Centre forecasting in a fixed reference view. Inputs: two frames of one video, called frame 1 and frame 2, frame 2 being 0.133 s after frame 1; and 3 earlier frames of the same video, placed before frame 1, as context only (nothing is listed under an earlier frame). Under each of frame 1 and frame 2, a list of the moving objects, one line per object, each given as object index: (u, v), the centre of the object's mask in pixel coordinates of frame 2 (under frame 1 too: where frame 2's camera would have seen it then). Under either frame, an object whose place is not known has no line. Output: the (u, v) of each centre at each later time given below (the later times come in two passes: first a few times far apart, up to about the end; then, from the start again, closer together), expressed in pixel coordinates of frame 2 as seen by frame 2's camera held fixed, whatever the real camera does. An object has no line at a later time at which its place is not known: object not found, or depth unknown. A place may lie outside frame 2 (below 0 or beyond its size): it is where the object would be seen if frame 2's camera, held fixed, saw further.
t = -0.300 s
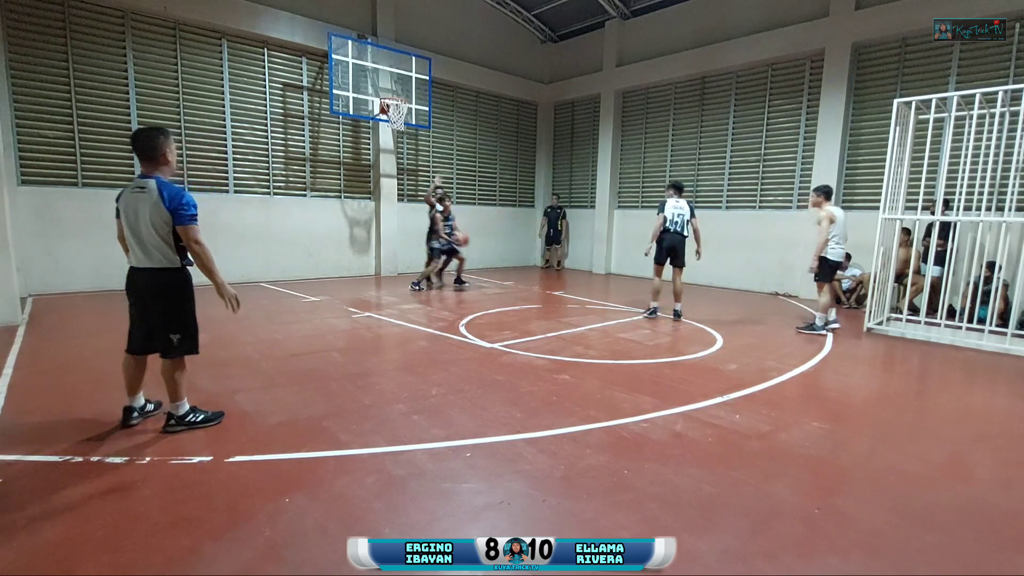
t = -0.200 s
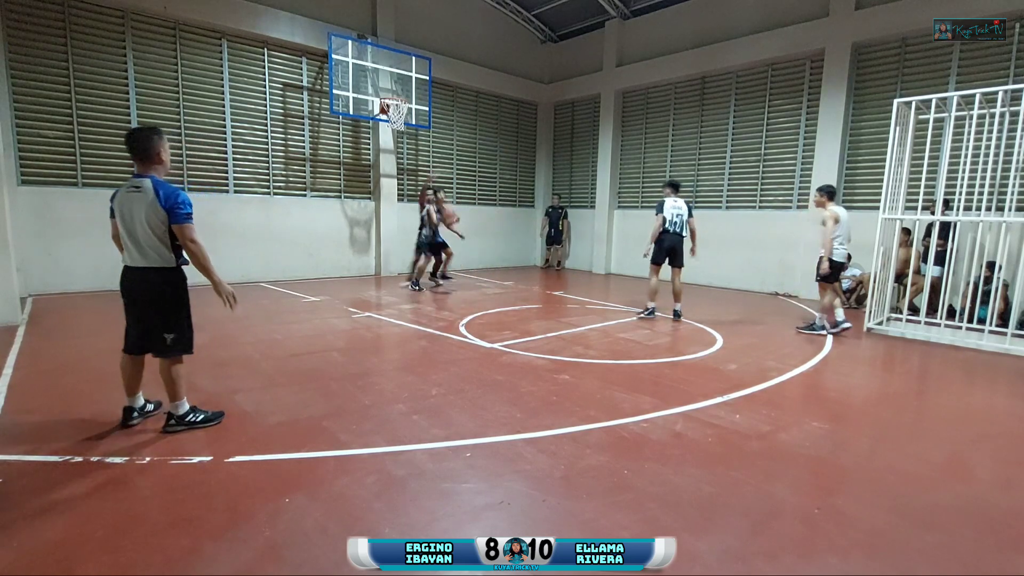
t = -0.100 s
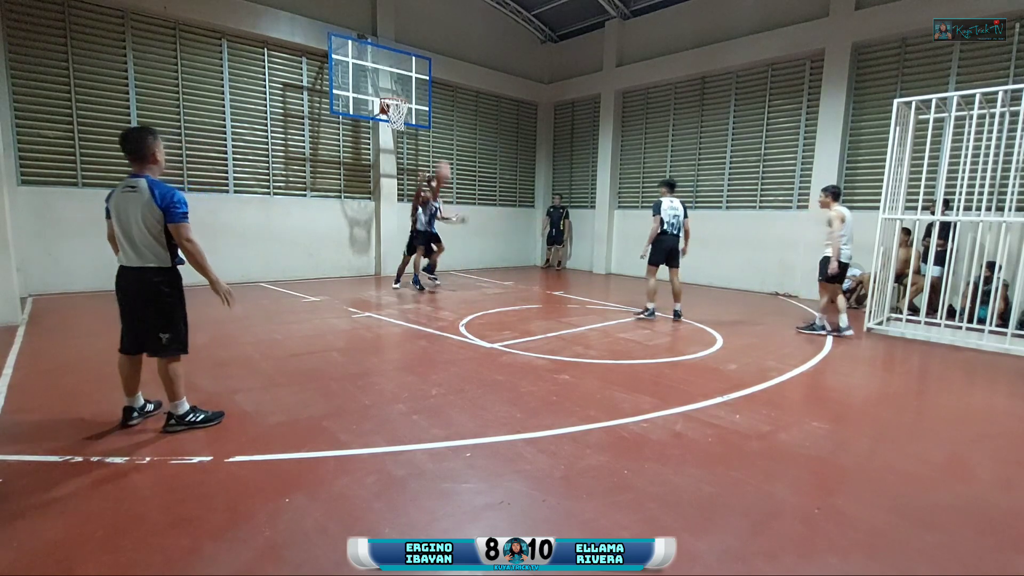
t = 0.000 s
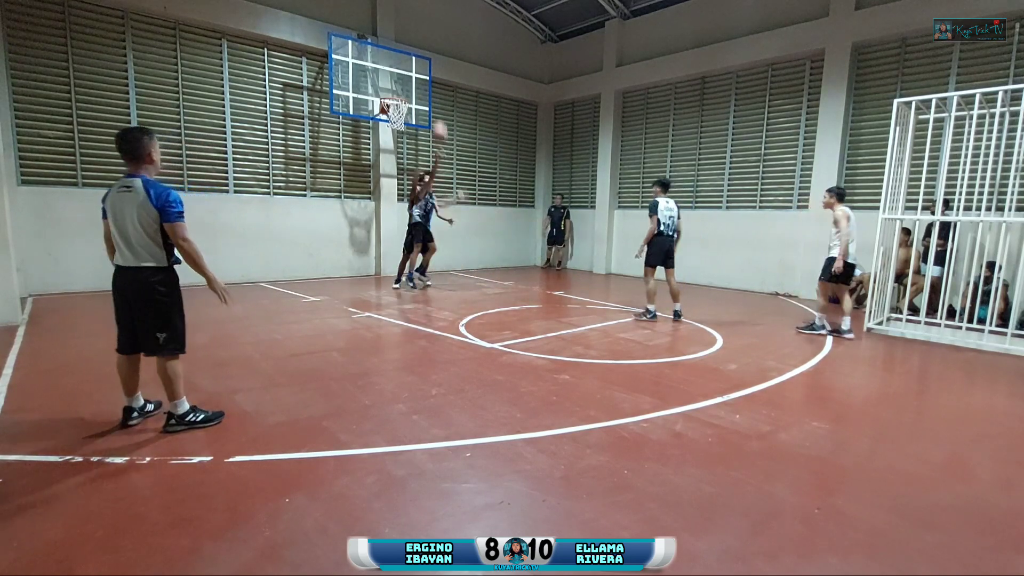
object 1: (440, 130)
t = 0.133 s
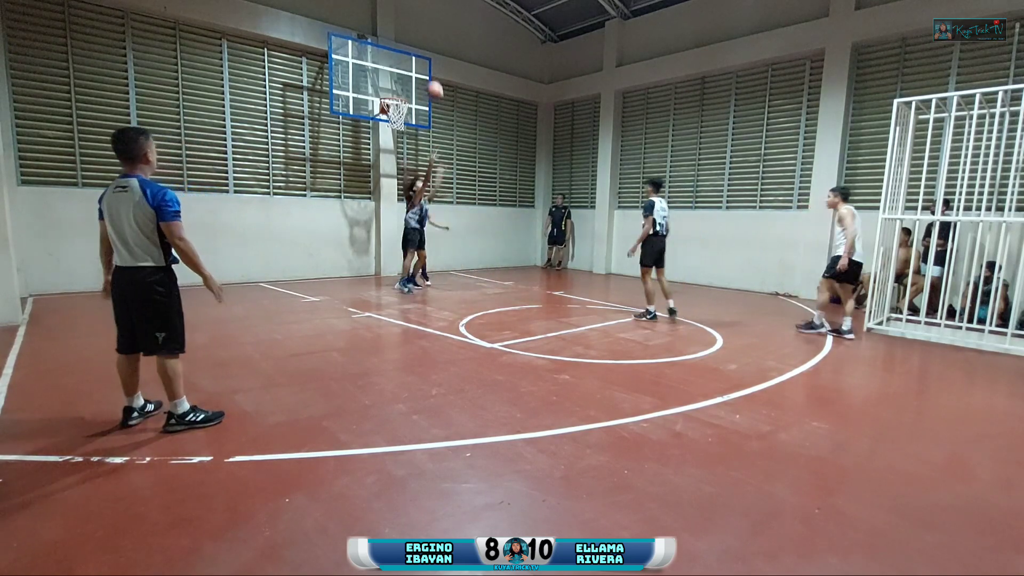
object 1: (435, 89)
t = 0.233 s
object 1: (432, 68)
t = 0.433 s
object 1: (426, 47)
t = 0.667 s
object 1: (418, 53)
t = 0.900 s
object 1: (417, 85)
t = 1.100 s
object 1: (430, 123)
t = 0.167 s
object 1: (434, 82)
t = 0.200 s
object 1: (433, 74)
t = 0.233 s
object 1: (432, 68)
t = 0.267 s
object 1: (430, 63)
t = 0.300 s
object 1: (429, 58)
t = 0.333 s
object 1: (428, 53)
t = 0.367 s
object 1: (427, 51)
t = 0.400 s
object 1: (426, 49)
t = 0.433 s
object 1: (426, 47)
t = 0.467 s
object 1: (425, 46)
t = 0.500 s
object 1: (424, 46)
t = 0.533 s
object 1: (423, 46)
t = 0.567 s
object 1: (421, 46)
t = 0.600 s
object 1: (420, 48)
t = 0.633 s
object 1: (419, 50)
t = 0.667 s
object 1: (418, 53)
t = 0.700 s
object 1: (417, 56)
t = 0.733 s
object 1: (416, 60)
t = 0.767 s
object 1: (415, 65)
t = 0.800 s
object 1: (415, 71)
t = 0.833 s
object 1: (414, 78)
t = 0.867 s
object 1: (415, 82)
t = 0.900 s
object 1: (417, 85)
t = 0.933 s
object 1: (420, 90)
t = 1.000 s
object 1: (423, 101)
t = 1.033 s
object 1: (426, 108)
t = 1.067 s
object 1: (428, 116)
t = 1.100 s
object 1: (430, 123)
